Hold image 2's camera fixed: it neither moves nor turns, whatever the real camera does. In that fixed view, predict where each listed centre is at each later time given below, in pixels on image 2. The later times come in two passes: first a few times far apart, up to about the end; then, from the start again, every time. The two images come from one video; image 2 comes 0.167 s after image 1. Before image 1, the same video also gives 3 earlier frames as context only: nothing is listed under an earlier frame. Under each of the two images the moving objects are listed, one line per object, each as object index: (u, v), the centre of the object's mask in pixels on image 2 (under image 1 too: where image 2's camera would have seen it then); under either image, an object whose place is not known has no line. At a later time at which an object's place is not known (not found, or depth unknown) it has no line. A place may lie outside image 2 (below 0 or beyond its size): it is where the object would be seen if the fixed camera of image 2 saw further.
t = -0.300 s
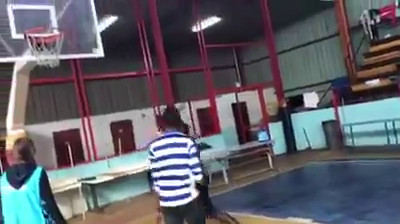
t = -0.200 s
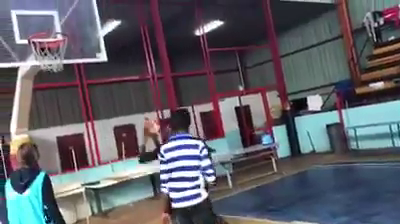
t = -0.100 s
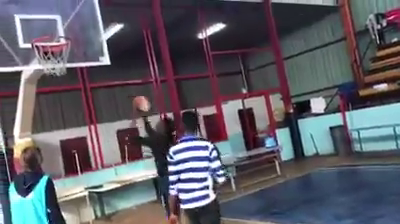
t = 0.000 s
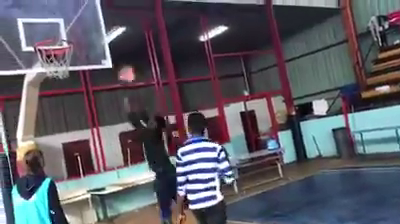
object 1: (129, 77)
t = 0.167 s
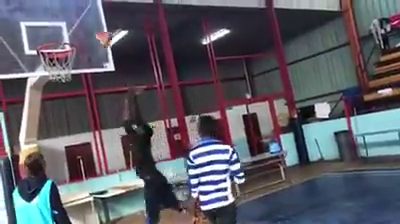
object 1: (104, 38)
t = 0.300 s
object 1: (84, 19)
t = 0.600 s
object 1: (54, 27)
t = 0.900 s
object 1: (61, 36)
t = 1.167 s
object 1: (62, 48)
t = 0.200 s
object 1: (101, 31)
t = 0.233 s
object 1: (91, 26)
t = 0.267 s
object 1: (88, 22)
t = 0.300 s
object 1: (84, 19)
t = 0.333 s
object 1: (81, 17)
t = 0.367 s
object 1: (77, 15)
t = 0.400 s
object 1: (73, 15)
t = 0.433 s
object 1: (69, 15)
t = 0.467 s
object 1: (66, 16)
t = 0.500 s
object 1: (63, 17)
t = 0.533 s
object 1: (59, 20)
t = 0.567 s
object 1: (56, 23)
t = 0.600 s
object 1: (54, 27)
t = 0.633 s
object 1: (50, 31)
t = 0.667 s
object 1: (47, 36)
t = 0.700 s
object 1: (46, 40)
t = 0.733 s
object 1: (47, 41)
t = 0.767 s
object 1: (51, 40)
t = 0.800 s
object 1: (53, 39)
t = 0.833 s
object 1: (57, 39)
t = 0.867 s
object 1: (60, 38)
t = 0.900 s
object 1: (61, 36)
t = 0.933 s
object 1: (60, 36)
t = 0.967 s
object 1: (59, 35)
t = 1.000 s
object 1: (60, 35)
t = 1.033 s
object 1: (60, 37)
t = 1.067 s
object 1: (62, 39)
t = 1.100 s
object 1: (64, 42)
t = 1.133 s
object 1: (63, 44)
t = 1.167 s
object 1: (62, 48)
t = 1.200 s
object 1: (61, 51)
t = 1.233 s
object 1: (61, 52)
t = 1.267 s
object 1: (59, 58)
